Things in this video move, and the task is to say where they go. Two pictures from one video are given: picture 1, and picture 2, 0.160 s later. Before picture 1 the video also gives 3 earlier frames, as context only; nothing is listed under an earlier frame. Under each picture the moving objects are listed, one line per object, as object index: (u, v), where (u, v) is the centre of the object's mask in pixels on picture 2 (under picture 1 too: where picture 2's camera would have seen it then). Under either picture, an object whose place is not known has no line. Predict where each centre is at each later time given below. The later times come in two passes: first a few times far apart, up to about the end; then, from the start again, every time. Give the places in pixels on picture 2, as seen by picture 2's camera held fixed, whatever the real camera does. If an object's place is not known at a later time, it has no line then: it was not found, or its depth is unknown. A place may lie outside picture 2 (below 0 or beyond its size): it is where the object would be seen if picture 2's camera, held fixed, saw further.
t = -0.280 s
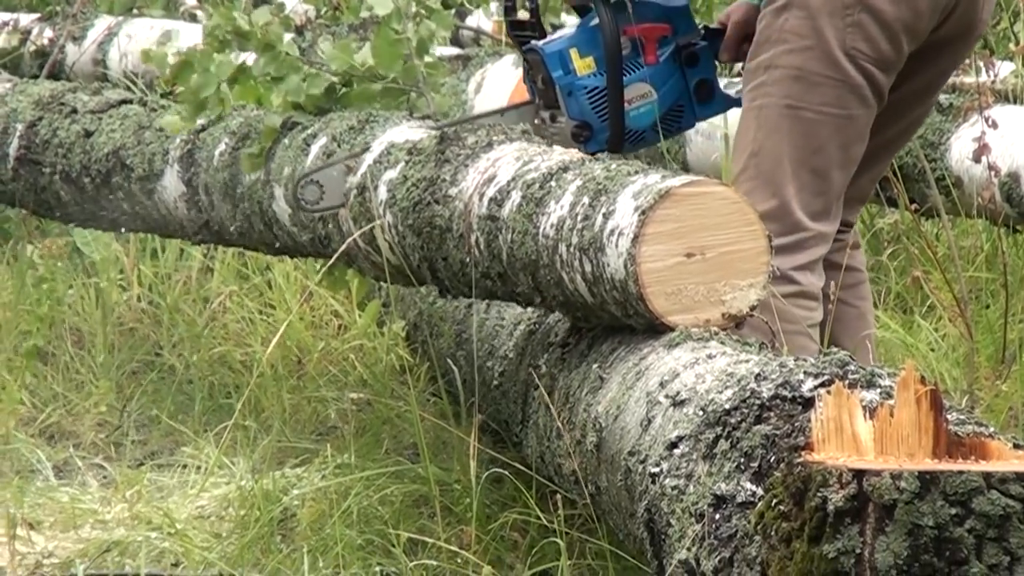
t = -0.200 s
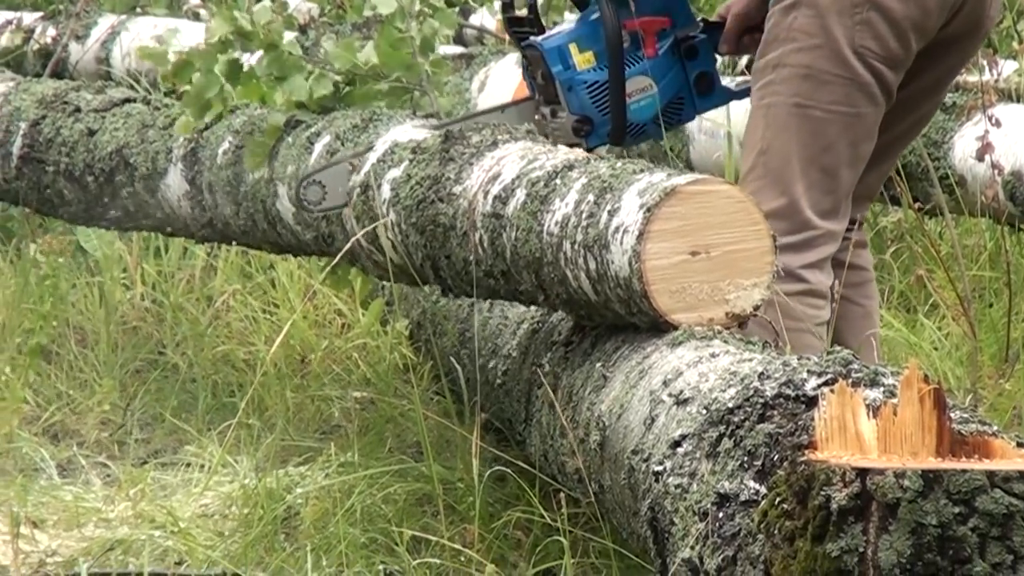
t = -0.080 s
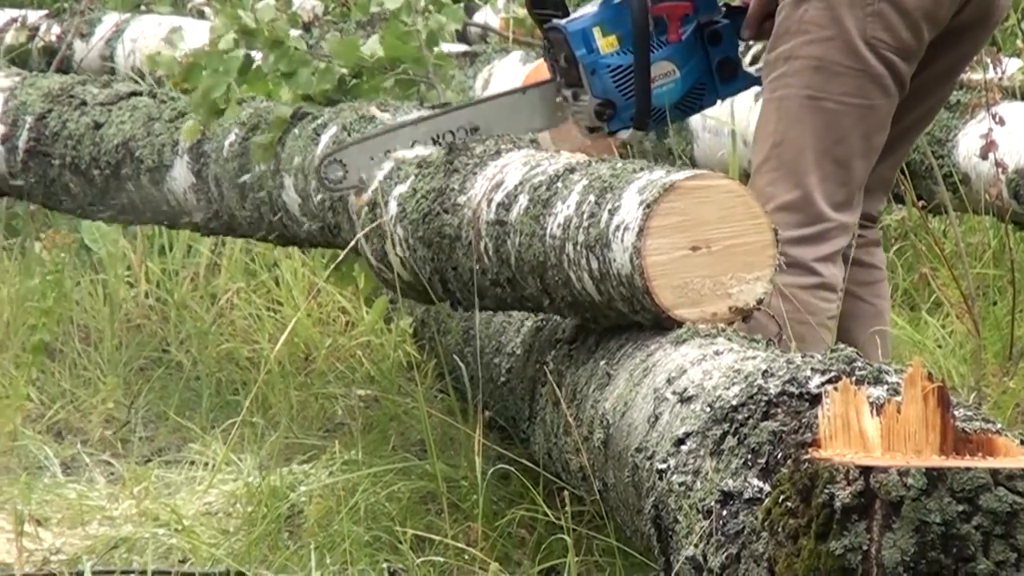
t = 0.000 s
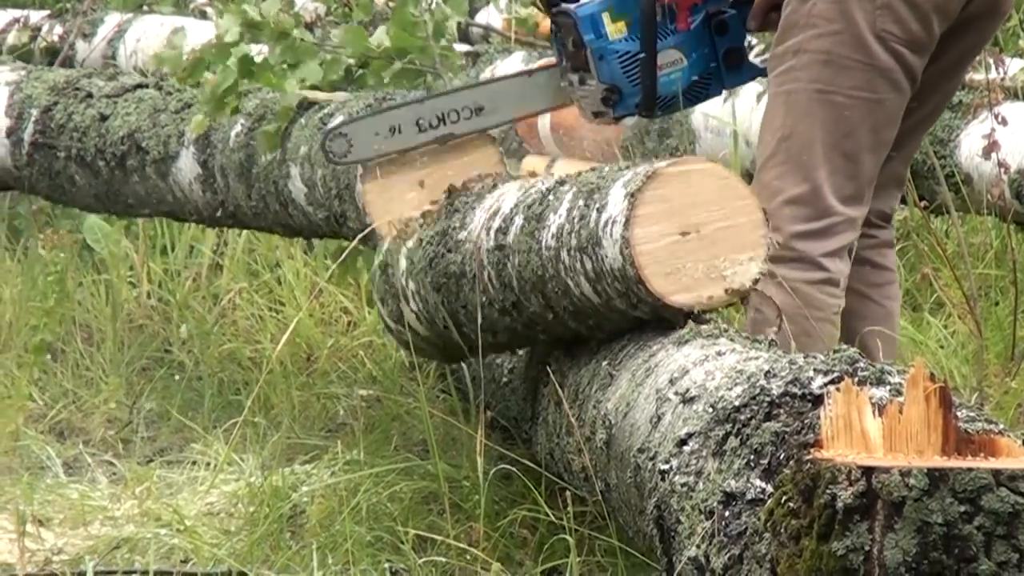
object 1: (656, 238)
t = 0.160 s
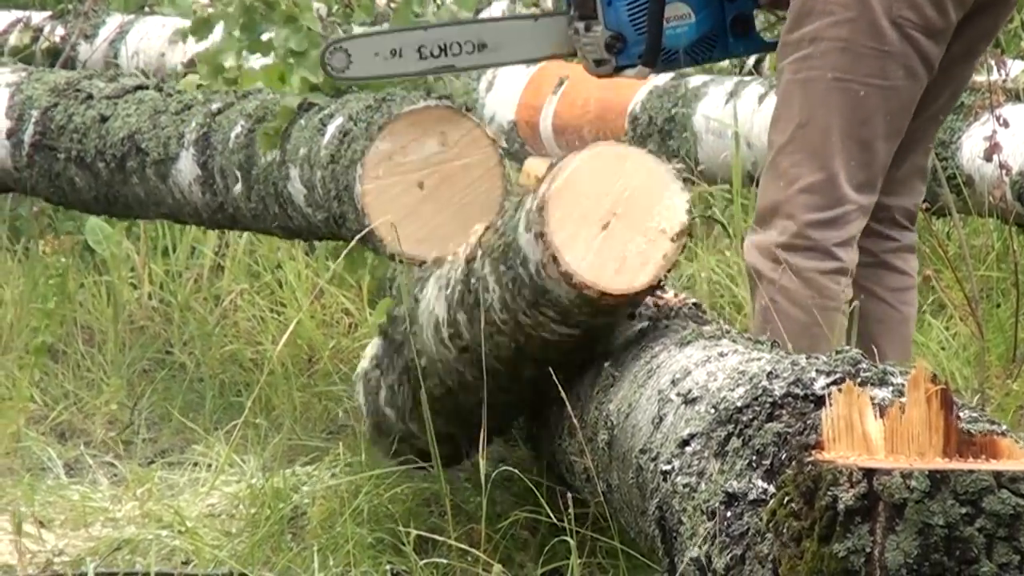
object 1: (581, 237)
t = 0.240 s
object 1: (557, 278)
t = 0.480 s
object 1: (350, 500)
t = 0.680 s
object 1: (271, 507)
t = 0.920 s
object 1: (245, 515)
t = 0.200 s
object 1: (558, 261)
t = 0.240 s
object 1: (557, 278)
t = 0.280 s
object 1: (528, 337)
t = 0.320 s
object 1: (459, 434)
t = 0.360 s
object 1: (435, 491)
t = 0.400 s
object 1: (385, 501)
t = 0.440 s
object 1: (367, 501)
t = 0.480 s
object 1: (350, 500)
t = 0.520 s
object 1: (331, 502)
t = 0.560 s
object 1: (310, 503)
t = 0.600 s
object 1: (291, 506)
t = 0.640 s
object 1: (280, 506)
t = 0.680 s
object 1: (271, 507)
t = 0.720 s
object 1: (264, 509)
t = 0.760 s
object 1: (259, 511)
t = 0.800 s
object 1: (254, 514)
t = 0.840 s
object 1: (251, 515)
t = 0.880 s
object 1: (248, 515)
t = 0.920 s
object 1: (245, 515)
